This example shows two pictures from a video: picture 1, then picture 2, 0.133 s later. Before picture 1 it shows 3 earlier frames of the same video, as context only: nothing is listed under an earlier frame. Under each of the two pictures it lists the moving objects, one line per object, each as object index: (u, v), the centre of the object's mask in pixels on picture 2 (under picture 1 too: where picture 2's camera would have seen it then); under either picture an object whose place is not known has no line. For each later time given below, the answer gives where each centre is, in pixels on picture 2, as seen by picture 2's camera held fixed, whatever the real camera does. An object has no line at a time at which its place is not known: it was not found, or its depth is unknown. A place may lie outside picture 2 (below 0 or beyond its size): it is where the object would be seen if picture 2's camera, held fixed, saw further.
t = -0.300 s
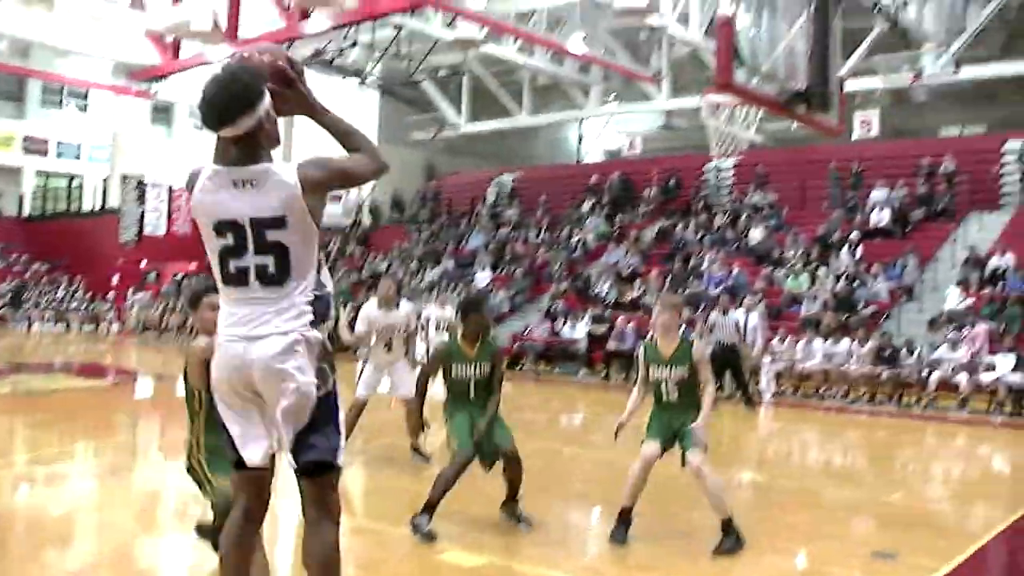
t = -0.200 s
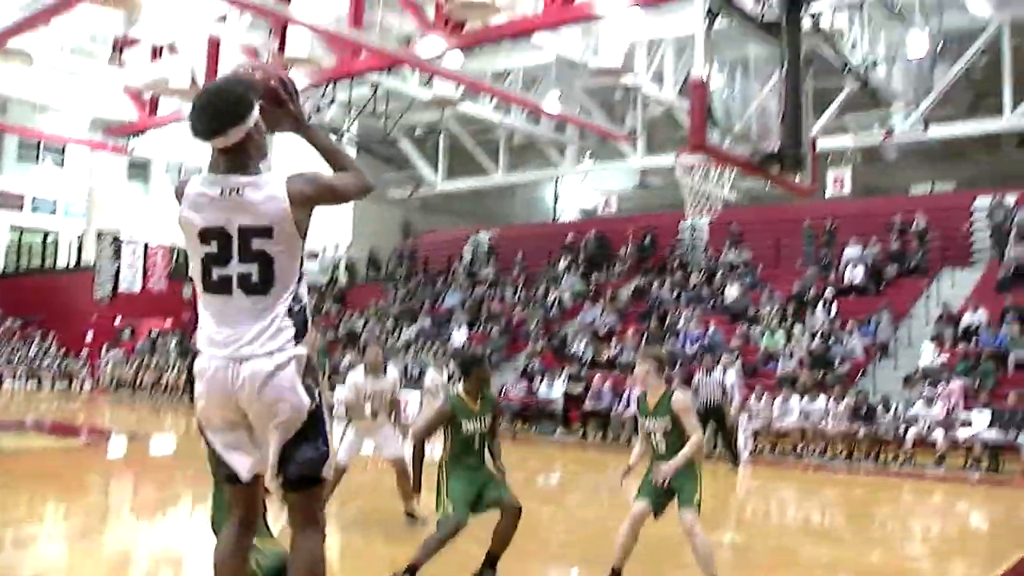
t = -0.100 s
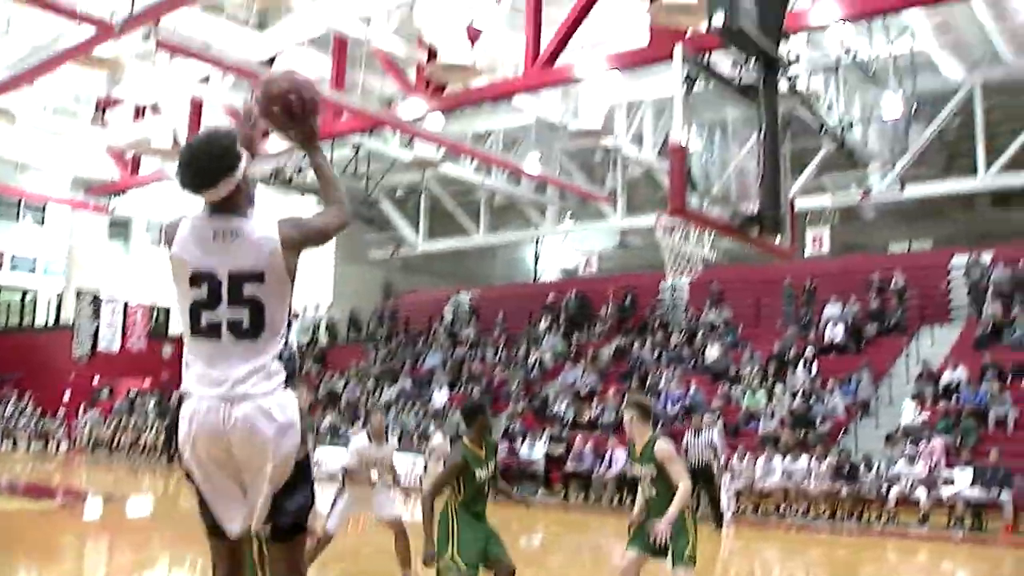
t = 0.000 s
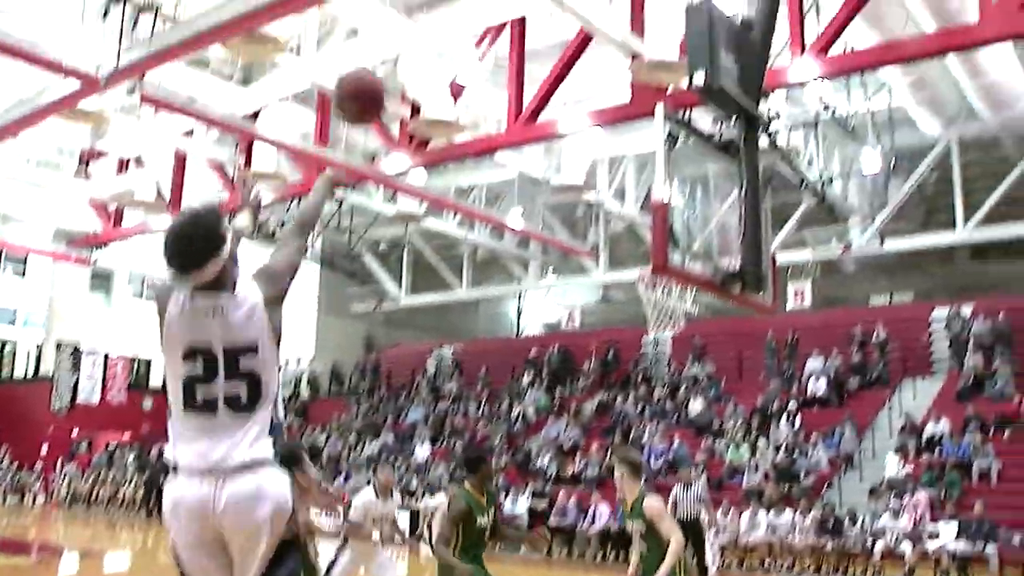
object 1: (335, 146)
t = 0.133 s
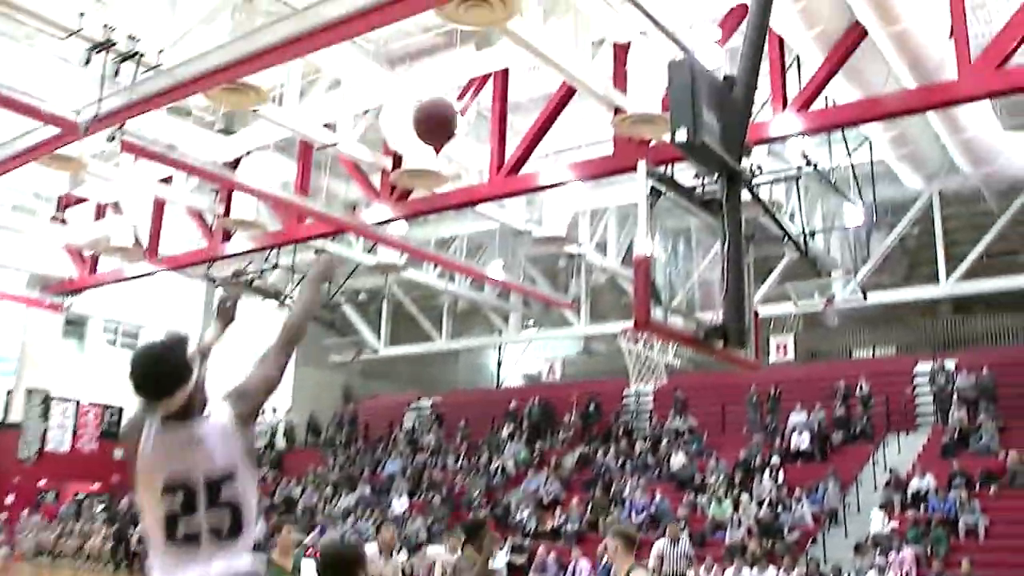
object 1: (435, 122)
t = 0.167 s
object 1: (455, 122)
